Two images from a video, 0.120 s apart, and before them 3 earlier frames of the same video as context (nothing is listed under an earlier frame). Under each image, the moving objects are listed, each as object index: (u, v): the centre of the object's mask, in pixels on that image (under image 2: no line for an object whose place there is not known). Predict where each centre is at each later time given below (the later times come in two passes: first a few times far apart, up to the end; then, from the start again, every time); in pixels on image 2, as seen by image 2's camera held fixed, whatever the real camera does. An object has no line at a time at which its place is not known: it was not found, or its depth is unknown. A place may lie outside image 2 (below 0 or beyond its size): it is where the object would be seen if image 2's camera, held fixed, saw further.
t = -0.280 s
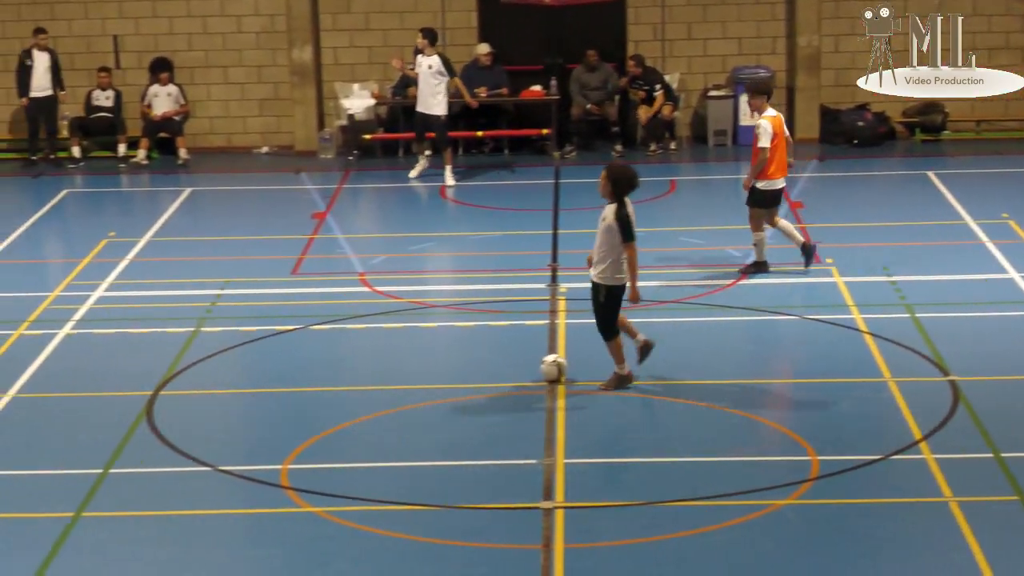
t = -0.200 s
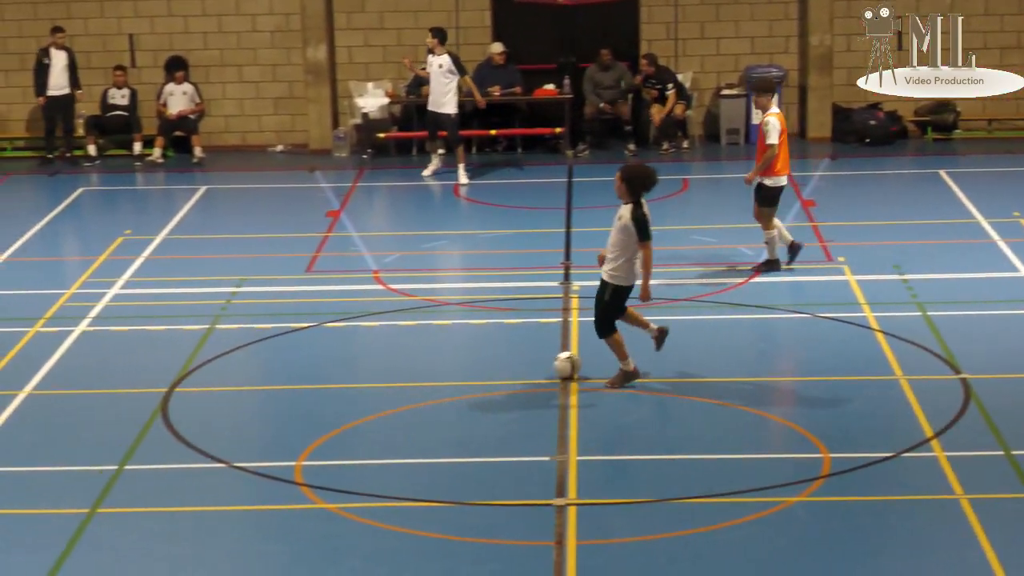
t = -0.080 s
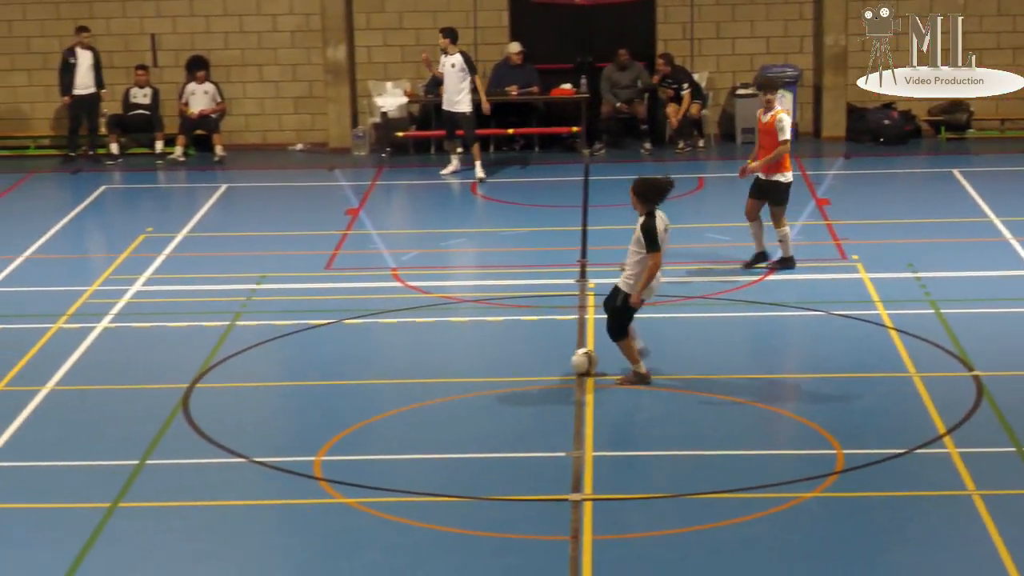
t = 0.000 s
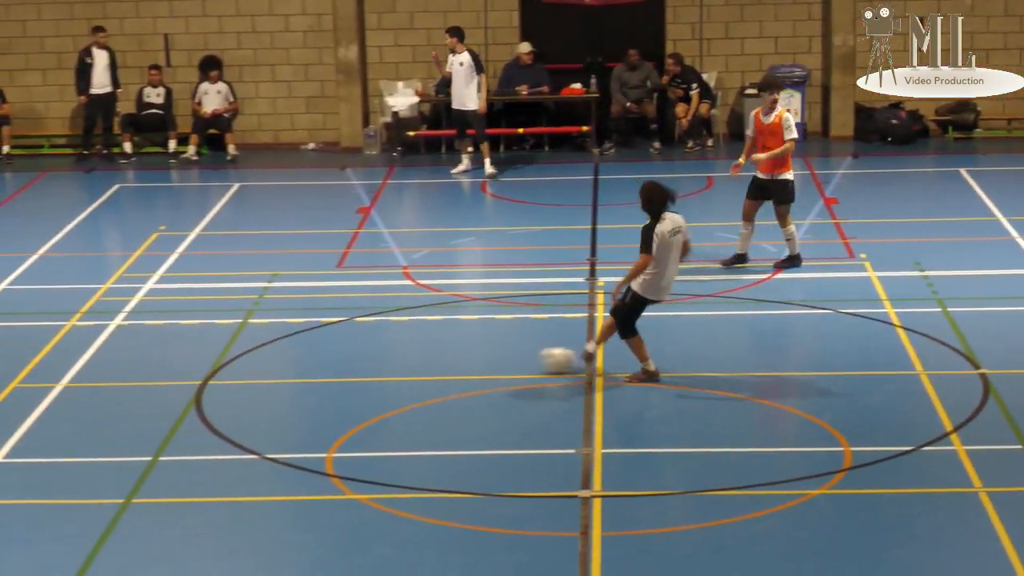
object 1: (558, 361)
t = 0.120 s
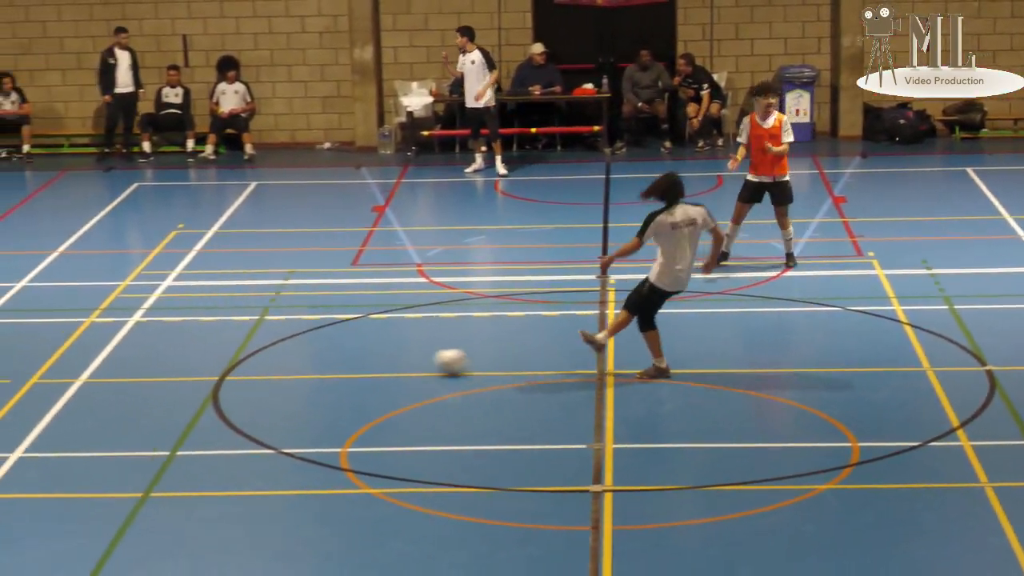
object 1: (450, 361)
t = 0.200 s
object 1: (378, 365)
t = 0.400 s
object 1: (210, 374)
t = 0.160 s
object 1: (414, 364)
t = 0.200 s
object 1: (378, 365)
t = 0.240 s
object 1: (342, 367)
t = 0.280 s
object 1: (307, 369)
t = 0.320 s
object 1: (274, 371)
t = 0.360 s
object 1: (241, 371)
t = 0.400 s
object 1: (210, 374)
